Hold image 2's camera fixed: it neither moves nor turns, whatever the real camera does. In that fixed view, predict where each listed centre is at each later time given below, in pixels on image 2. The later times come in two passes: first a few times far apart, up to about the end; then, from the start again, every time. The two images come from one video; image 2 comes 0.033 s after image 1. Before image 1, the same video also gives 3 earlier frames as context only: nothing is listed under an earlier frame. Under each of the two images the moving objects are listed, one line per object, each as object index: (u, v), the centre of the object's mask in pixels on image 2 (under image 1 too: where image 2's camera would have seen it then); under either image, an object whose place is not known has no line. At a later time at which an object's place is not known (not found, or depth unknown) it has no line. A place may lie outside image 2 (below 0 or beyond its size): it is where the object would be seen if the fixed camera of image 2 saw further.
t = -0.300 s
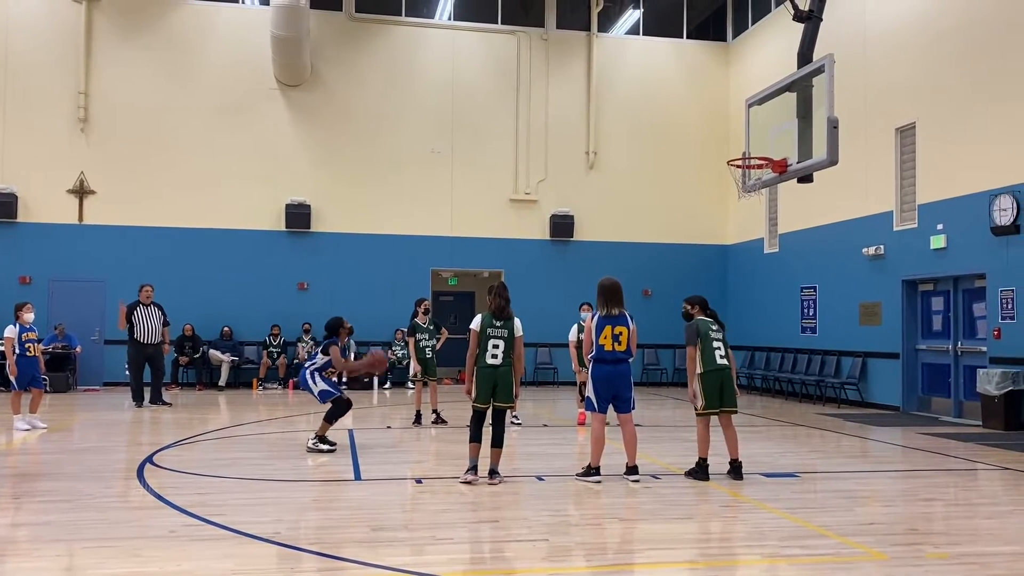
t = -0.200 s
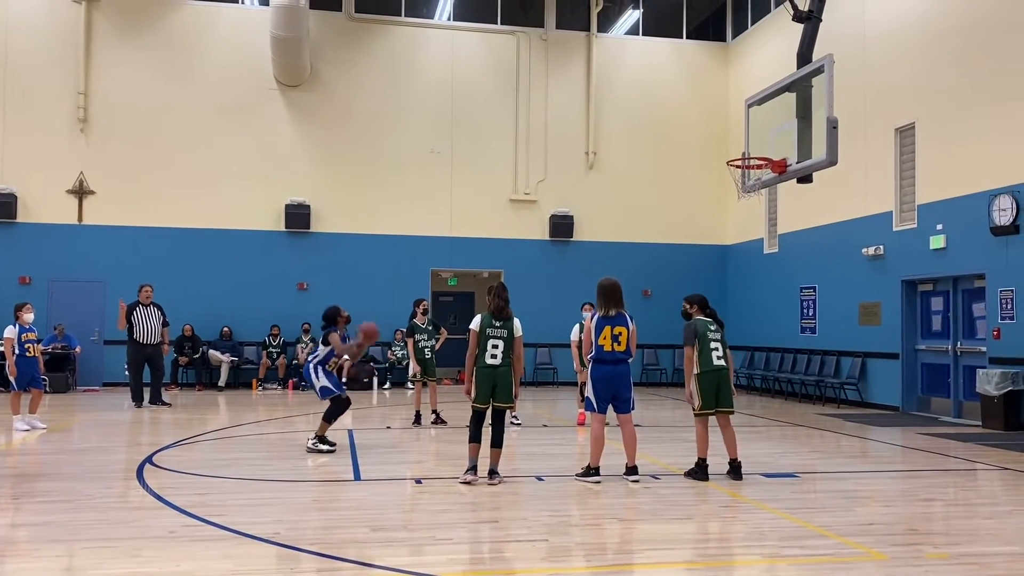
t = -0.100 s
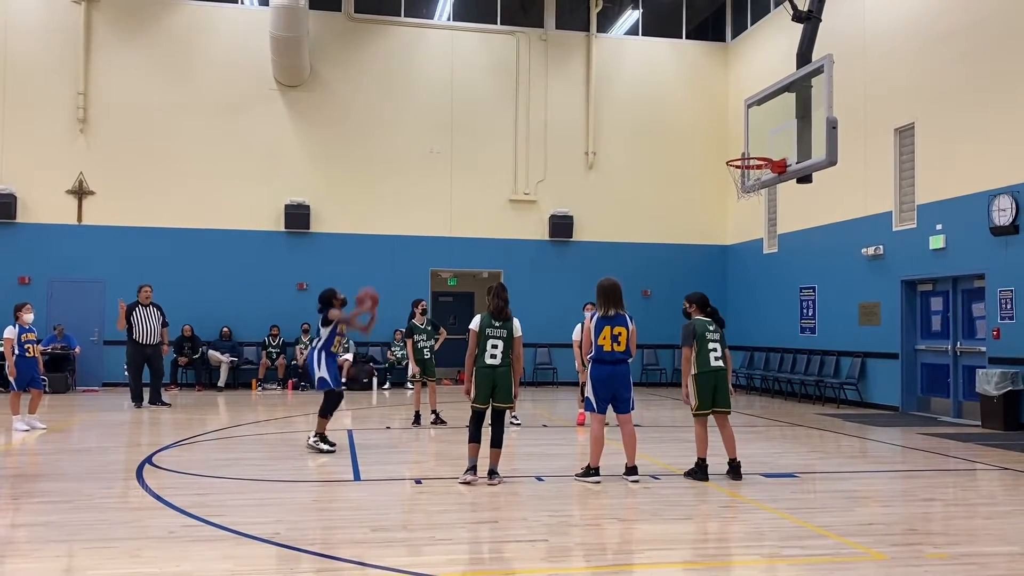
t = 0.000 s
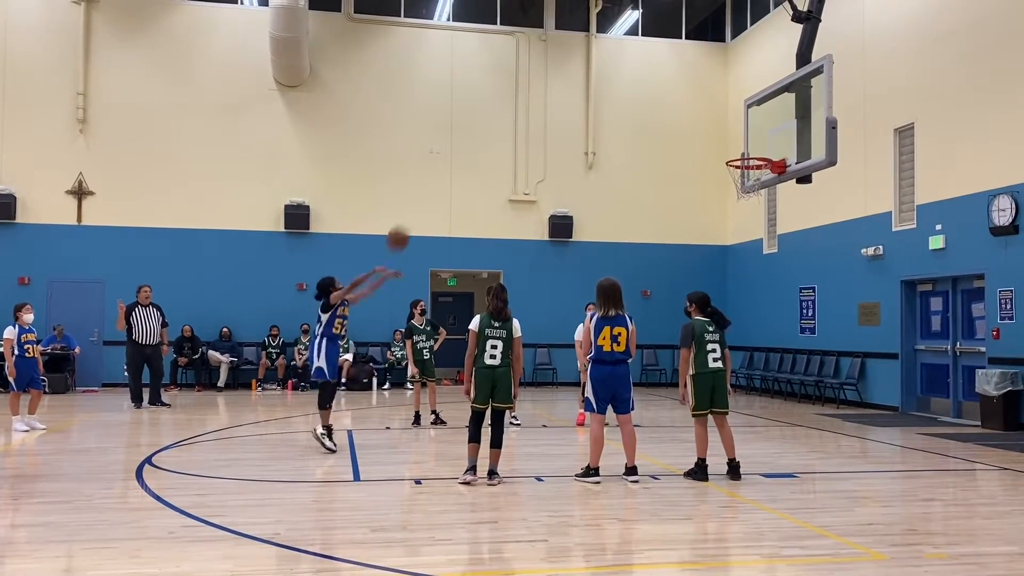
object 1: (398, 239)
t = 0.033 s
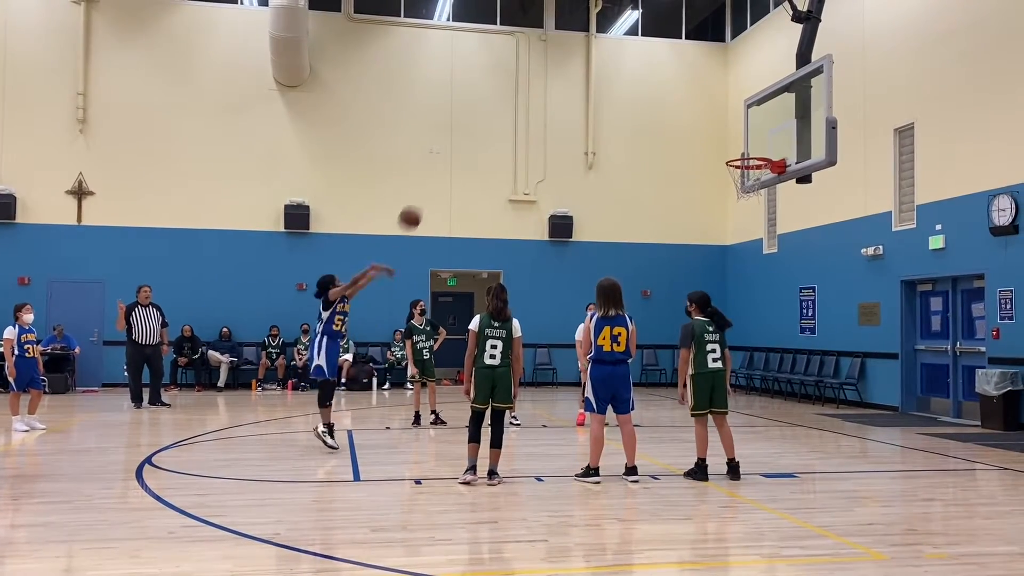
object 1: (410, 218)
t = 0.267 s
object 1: (491, 108)
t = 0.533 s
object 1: (578, 50)
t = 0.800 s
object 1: (659, 58)
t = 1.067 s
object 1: (736, 130)
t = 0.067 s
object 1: (422, 199)
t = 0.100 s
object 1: (434, 181)
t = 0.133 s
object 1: (445, 164)
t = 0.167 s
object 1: (457, 148)
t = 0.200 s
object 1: (468, 134)
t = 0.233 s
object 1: (480, 121)
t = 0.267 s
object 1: (491, 108)
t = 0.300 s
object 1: (502, 97)
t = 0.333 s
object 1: (513, 87)
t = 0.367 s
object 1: (524, 78)
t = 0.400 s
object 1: (535, 70)
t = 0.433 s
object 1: (546, 63)
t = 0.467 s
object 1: (557, 58)
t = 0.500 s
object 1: (567, 53)
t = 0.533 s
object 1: (578, 50)
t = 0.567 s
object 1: (588, 47)
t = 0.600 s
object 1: (599, 45)
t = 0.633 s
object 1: (609, 45)
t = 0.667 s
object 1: (619, 46)
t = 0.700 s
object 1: (629, 48)
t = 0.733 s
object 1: (639, 50)
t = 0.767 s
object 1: (649, 54)
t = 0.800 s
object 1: (659, 58)
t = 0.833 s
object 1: (669, 64)
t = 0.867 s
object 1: (679, 71)
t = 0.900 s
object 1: (689, 78)
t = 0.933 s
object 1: (698, 87)
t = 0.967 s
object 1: (708, 96)
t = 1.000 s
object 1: (717, 106)
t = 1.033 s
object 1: (727, 118)
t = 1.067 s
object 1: (736, 130)
